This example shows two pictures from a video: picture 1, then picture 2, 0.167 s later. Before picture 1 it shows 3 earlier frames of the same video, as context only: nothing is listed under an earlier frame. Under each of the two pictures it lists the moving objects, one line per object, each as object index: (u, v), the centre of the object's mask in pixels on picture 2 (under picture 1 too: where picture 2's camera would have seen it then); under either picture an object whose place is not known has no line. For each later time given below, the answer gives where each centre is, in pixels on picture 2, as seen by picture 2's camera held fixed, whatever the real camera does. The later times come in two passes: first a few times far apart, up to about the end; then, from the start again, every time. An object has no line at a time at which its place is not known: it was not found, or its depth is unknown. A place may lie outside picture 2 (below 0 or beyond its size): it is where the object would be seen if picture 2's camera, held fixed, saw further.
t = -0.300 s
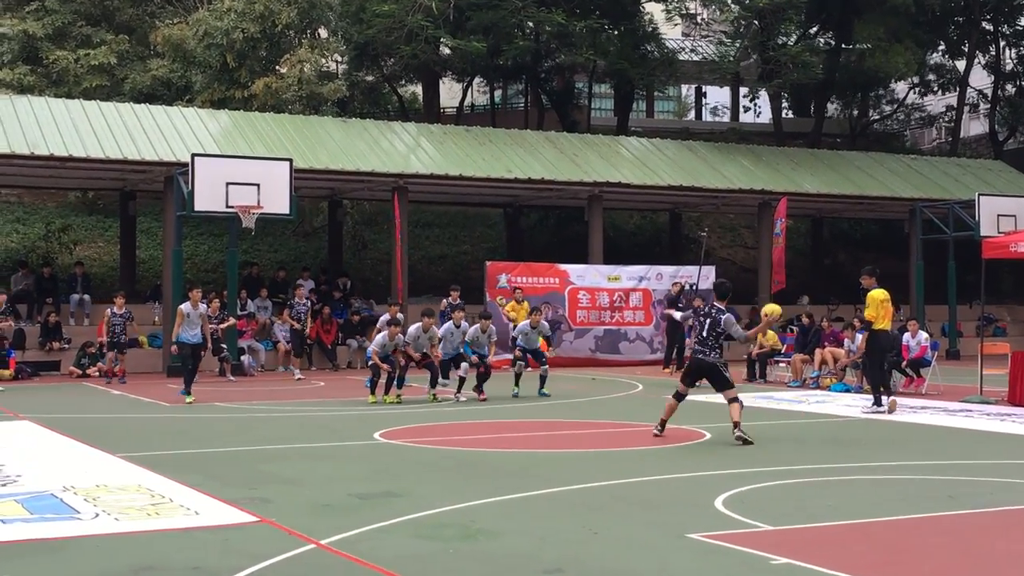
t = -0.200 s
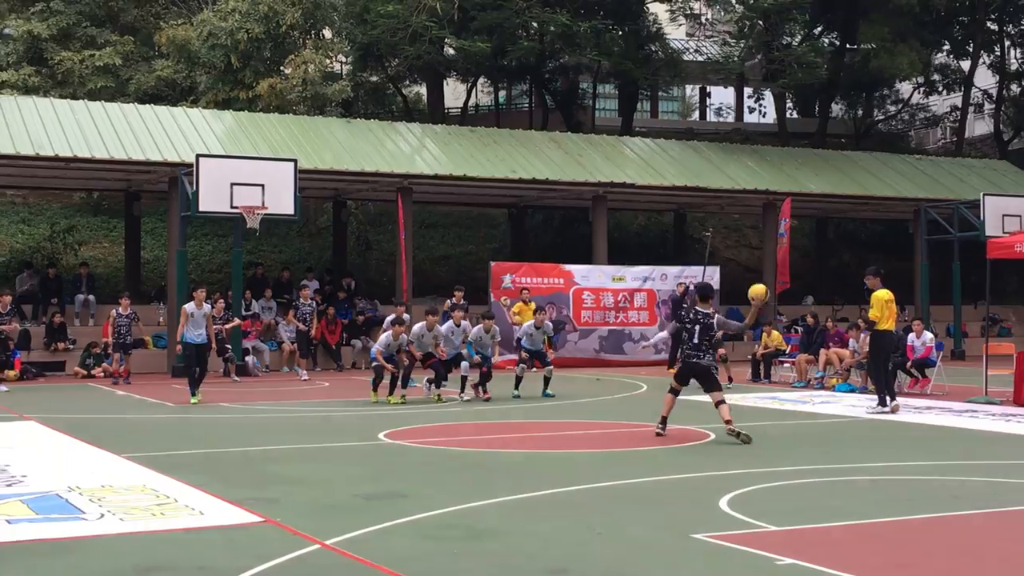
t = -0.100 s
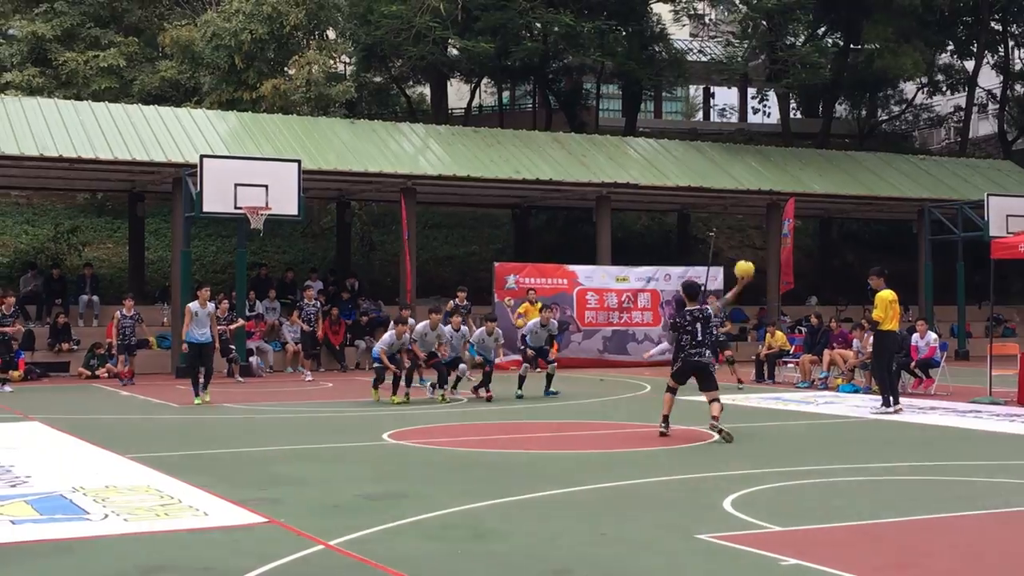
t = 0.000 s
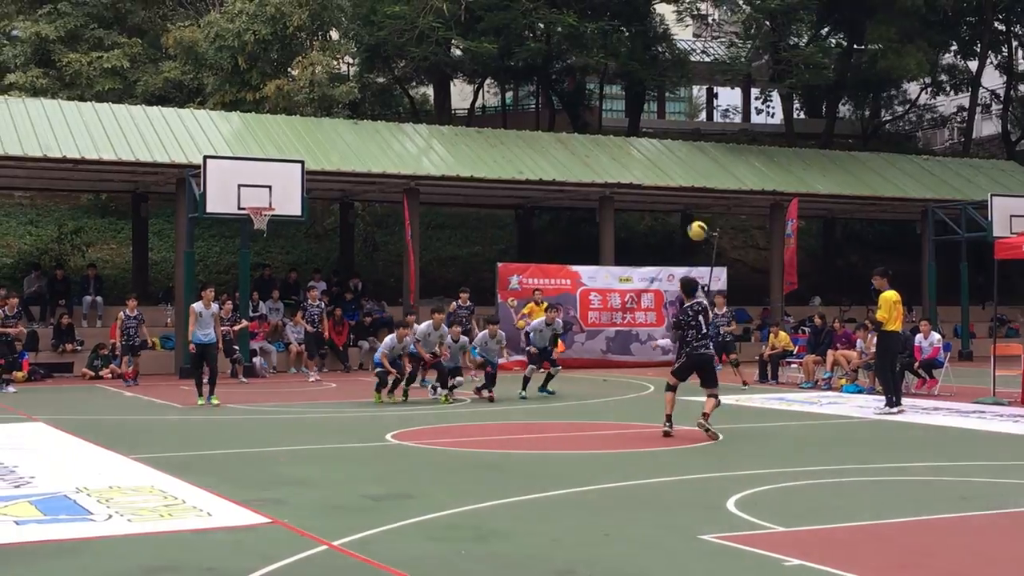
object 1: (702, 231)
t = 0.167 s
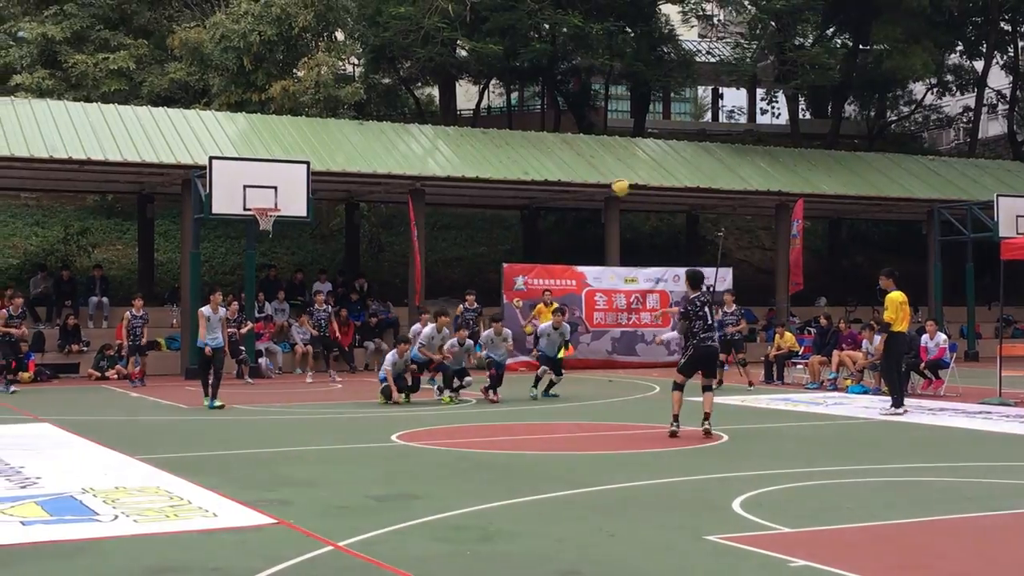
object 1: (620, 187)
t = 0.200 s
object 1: (606, 181)
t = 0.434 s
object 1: (518, 167)
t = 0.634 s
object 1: (458, 181)
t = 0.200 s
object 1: (606, 181)
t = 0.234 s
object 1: (592, 177)
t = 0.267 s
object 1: (578, 172)
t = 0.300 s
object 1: (565, 170)
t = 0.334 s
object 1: (553, 168)
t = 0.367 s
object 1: (542, 167)
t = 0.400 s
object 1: (530, 166)
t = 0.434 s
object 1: (518, 167)
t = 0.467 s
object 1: (508, 167)
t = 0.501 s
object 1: (497, 169)
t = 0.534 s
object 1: (487, 171)
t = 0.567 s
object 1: (478, 173)
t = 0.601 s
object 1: (467, 177)
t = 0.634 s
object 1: (458, 181)
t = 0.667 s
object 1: (449, 185)
